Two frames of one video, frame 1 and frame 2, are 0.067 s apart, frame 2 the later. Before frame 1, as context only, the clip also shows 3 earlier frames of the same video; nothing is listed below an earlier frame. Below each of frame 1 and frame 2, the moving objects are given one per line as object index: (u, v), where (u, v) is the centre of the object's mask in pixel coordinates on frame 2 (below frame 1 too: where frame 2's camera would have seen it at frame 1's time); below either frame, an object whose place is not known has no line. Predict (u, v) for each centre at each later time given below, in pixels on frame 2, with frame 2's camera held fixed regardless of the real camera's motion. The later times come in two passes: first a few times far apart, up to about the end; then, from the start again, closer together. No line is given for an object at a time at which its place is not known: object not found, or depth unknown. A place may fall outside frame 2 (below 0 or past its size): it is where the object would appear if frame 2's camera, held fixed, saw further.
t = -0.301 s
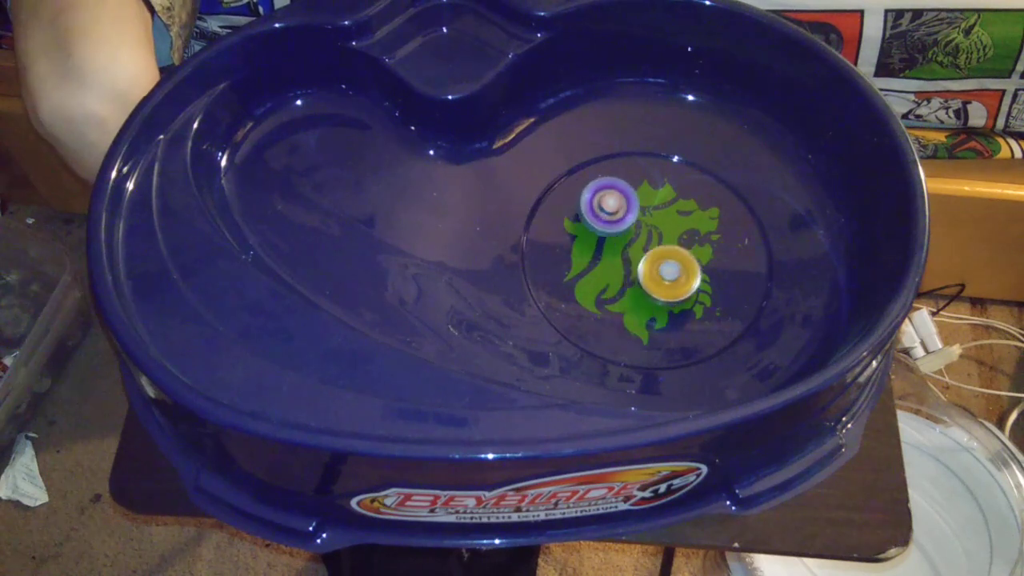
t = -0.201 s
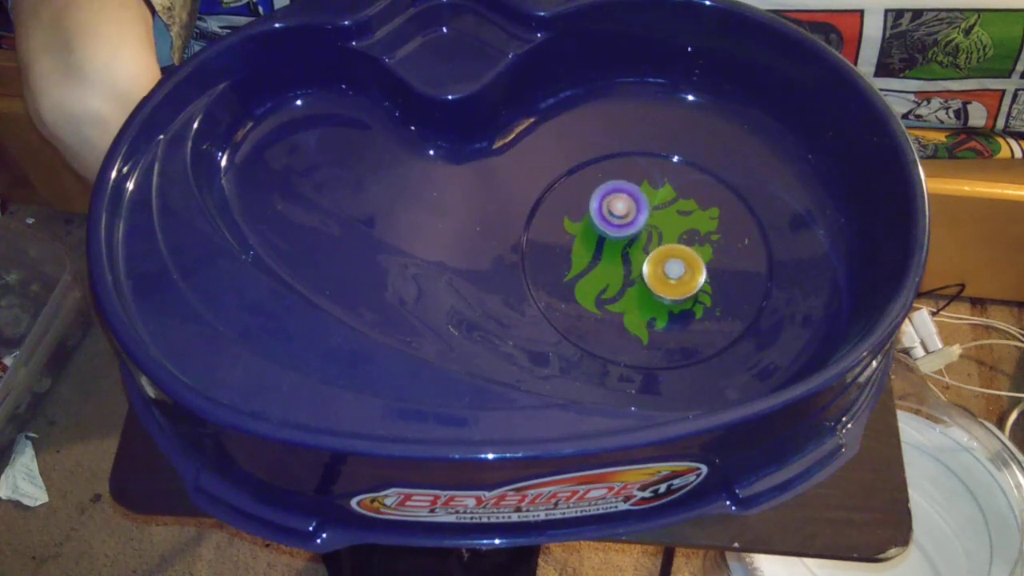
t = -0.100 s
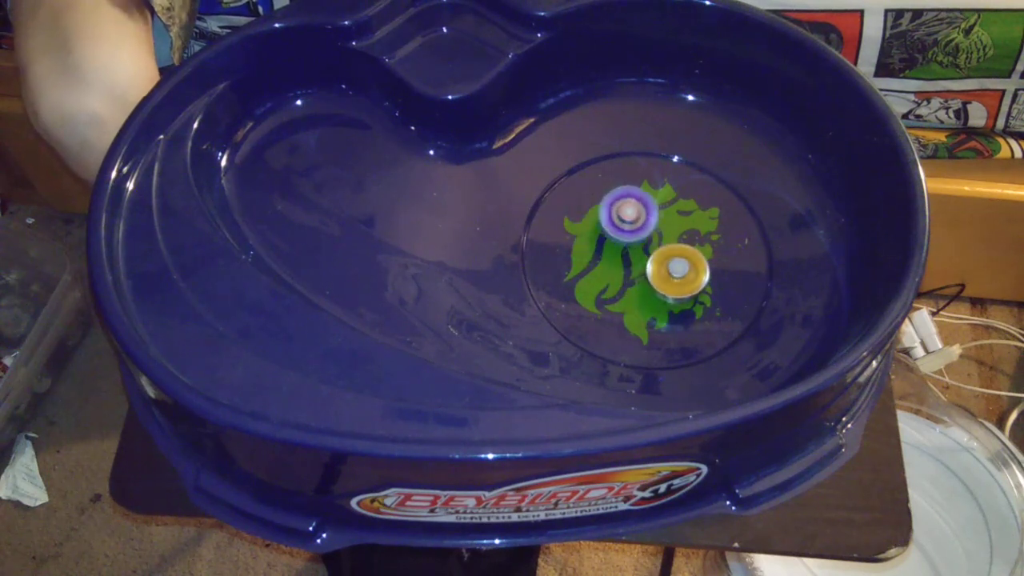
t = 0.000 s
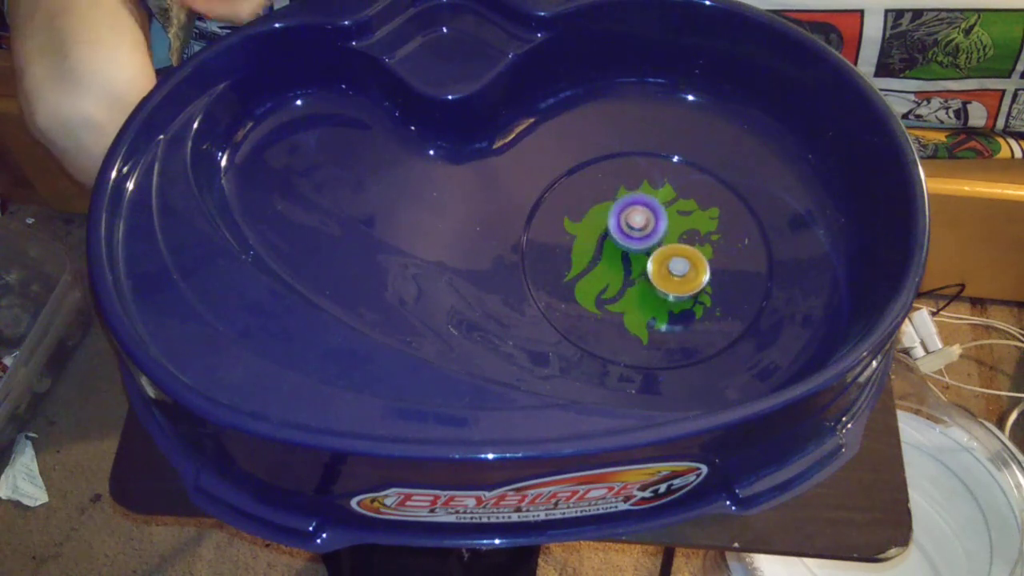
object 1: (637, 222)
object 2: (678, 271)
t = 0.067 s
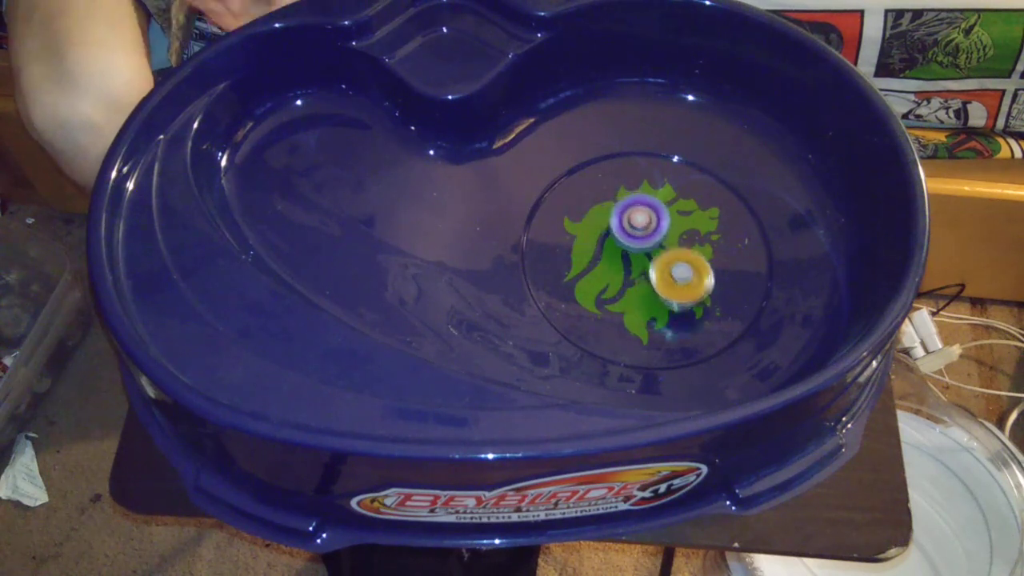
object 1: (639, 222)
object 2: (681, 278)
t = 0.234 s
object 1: (641, 225)
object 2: (680, 290)
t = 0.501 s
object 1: (635, 233)
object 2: (664, 296)
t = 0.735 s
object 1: (621, 230)
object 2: (650, 295)
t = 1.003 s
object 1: (607, 224)
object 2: (646, 277)
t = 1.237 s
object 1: (609, 220)
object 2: (658, 265)
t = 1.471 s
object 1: (615, 220)
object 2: (667, 264)
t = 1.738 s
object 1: (619, 216)
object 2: (675, 278)
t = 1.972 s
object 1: (623, 223)
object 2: (662, 282)
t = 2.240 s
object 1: (624, 226)
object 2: (650, 280)
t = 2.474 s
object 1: (620, 216)
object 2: (650, 286)
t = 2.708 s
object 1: (620, 214)
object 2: (650, 290)
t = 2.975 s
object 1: (626, 220)
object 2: (650, 276)
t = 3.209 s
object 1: (630, 223)
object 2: (661, 275)
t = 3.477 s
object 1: (630, 229)
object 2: (671, 284)
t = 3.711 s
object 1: (627, 235)
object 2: (668, 285)
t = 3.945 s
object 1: (611, 223)
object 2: (670, 301)
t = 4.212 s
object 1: (604, 218)
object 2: (661, 296)
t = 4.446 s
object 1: (608, 220)
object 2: (663, 277)
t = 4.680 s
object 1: (623, 229)
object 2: (677, 267)
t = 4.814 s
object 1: (626, 234)
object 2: (685, 272)
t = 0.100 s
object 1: (638, 220)
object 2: (683, 284)
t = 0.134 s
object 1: (639, 220)
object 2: (683, 287)
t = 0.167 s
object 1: (639, 221)
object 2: (682, 288)
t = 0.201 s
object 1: (640, 223)
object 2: (681, 289)
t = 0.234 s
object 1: (641, 225)
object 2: (680, 290)
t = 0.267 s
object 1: (641, 228)
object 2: (678, 290)
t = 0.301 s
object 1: (641, 230)
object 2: (676, 290)
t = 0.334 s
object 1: (641, 233)
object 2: (673, 290)
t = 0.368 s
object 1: (641, 235)
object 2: (671, 288)
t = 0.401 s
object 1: (640, 237)
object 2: (669, 288)
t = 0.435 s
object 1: (639, 237)
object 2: (667, 290)
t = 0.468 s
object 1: (637, 237)
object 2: (664, 290)
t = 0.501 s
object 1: (635, 233)
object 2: (664, 296)
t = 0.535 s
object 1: (632, 229)
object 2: (661, 300)
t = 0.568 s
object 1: (630, 228)
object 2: (659, 301)
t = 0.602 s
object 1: (628, 228)
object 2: (656, 300)
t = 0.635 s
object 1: (627, 228)
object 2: (655, 300)
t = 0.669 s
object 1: (625, 229)
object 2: (653, 298)
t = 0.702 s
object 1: (623, 229)
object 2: (651, 297)
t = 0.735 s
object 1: (621, 230)
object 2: (650, 295)
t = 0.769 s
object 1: (620, 230)
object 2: (648, 292)
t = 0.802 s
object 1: (618, 230)
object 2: (646, 288)
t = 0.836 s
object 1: (617, 230)
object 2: (645, 286)
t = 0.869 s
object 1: (615, 230)
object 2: (644, 282)
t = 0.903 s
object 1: (614, 229)
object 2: (645, 282)
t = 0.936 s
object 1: (609, 226)
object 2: (645, 281)
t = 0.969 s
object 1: (607, 225)
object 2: (645, 279)
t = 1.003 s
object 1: (607, 224)
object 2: (646, 277)
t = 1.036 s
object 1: (606, 223)
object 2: (647, 275)
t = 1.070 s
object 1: (608, 222)
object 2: (649, 272)
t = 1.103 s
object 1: (608, 222)
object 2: (650, 271)
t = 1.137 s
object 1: (608, 221)
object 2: (653, 269)
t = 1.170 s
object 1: (608, 221)
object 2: (654, 267)
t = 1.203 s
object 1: (609, 221)
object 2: (657, 265)
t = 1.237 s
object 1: (609, 220)
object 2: (658, 265)
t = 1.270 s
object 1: (609, 220)
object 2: (661, 264)
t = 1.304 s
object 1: (610, 220)
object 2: (662, 264)
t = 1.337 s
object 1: (611, 220)
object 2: (664, 264)
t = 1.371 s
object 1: (612, 220)
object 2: (664, 264)
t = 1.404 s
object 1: (613, 220)
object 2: (666, 264)
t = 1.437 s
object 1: (614, 220)
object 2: (666, 264)
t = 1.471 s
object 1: (615, 220)
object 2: (667, 264)
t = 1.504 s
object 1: (617, 221)
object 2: (667, 264)
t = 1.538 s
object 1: (619, 221)
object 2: (668, 264)
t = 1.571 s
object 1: (620, 222)
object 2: (667, 264)
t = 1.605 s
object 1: (622, 223)
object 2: (668, 264)
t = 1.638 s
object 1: (621, 221)
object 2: (671, 267)
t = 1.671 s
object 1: (619, 217)
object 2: (674, 273)
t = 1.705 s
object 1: (618, 216)
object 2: (675, 277)
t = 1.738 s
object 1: (619, 216)
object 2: (675, 278)
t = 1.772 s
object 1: (619, 217)
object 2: (674, 281)
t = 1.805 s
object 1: (619, 217)
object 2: (673, 282)
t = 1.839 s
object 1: (620, 218)
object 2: (672, 283)
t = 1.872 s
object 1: (621, 219)
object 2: (671, 283)
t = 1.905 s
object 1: (621, 220)
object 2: (667, 283)
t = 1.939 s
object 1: (622, 222)
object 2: (666, 283)
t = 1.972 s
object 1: (623, 223)
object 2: (662, 282)
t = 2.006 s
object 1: (624, 225)
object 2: (660, 281)
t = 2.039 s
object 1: (624, 226)
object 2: (657, 280)
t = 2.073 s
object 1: (625, 228)
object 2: (655, 278)
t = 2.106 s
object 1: (625, 227)
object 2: (654, 281)
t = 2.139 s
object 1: (625, 226)
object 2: (653, 282)
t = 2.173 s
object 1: (625, 227)
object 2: (651, 281)
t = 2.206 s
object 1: (624, 227)
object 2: (650, 279)
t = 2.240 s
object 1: (624, 226)
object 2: (650, 280)
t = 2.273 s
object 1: (624, 226)
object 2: (650, 280)
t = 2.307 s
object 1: (624, 226)
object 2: (649, 279)
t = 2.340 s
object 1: (623, 226)
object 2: (649, 278)
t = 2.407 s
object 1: (622, 223)
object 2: (649, 279)
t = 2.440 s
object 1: (621, 218)
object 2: (650, 284)
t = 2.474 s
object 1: (620, 216)
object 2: (650, 286)
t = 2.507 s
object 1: (620, 215)
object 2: (651, 287)
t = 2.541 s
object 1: (619, 215)
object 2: (651, 288)
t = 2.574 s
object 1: (619, 214)
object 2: (651, 289)
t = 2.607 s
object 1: (619, 214)
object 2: (650, 290)
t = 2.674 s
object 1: (620, 214)
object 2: (649, 290)
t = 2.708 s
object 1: (620, 214)
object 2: (650, 290)
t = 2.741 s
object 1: (621, 214)
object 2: (649, 289)
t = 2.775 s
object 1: (621, 214)
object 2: (649, 287)
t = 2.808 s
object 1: (622, 214)
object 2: (649, 286)
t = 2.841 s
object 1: (623, 215)
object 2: (649, 284)
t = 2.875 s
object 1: (624, 216)
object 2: (649, 282)
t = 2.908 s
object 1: (624, 217)
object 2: (649, 280)
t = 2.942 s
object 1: (625, 218)
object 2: (650, 278)
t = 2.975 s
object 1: (626, 220)
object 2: (650, 276)
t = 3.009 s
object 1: (627, 221)
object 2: (651, 274)
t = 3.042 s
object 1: (628, 221)
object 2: (652, 275)
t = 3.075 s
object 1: (629, 220)
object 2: (655, 276)
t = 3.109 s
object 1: (629, 221)
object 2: (655, 277)
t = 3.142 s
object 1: (630, 222)
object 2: (656, 275)
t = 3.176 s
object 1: (630, 223)
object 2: (658, 275)
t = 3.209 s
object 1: (630, 223)
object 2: (661, 275)
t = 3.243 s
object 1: (630, 222)
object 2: (664, 278)
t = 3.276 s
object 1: (630, 222)
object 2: (665, 279)
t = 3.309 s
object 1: (630, 223)
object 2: (667, 280)
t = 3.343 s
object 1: (630, 224)
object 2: (668, 281)
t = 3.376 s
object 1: (630, 225)
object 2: (670, 282)
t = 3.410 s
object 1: (630, 227)
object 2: (670, 283)
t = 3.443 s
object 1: (630, 228)
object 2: (671, 283)
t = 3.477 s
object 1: (630, 229)
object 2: (671, 284)
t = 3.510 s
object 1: (630, 231)
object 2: (671, 285)
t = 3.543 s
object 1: (630, 232)
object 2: (671, 285)
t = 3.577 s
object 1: (630, 234)
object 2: (670, 284)
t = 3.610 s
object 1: (630, 235)
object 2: (670, 283)
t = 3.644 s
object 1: (630, 237)
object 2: (669, 283)
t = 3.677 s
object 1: (628, 236)
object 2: (669, 284)
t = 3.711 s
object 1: (627, 235)
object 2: (668, 285)
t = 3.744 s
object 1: (627, 236)
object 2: (667, 284)
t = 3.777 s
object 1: (626, 237)
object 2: (667, 284)
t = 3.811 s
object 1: (625, 237)
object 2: (665, 283)
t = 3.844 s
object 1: (620, 233)
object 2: (668, 287)
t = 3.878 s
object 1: (616, 227)
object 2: (670, 296)
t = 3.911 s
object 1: (610, 224)
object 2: (671, 299)
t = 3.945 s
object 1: (611, 223)
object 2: (670, 301)
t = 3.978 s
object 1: (607, 222)
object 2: (669, 301)
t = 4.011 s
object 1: (606, 221)
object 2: (669, 301)
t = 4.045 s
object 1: (605, 221)
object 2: (668, 302)
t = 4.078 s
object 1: (605, 220)
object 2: (667, 302)
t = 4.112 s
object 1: (604, 219)
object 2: (666, 302)
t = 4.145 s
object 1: (604, 219)
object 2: (664, 300)
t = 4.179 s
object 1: (604, 219)
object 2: (663, 298)
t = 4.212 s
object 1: (604, 218)
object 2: (661, 296)
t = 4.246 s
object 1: (604, 218)
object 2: (661, 293)
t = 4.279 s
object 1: (604, 218)
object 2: (661, 291)
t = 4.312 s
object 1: (605, 219)
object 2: (660, 288)
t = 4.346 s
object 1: (605, 219)
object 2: (660, 285)
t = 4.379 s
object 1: (606, 219)
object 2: (661, 282)
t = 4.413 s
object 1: (607, 220)
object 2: (662, 279)
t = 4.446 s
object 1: (608, 220)
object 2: (663, 277)
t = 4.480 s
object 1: (609, 221)
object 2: (665, 274)
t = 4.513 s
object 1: (614, 221)
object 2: (667, 272)
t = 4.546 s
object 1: (616, 222)
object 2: (668, 270)
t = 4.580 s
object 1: (618, 224)
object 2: (671, 268)
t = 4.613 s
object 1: (620, 226)
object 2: (673, 268)
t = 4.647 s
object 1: (622, 227)
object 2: (675, 267)
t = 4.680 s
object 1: (623, 229)
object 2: (677, 267)
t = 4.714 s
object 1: (625, 231)
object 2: (678, 267)
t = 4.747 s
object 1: (626, 233)
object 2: (680, 267)
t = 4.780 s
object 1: (627, 235)
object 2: (681, 269)
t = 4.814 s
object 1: (626, 234)
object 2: (685, 272)
